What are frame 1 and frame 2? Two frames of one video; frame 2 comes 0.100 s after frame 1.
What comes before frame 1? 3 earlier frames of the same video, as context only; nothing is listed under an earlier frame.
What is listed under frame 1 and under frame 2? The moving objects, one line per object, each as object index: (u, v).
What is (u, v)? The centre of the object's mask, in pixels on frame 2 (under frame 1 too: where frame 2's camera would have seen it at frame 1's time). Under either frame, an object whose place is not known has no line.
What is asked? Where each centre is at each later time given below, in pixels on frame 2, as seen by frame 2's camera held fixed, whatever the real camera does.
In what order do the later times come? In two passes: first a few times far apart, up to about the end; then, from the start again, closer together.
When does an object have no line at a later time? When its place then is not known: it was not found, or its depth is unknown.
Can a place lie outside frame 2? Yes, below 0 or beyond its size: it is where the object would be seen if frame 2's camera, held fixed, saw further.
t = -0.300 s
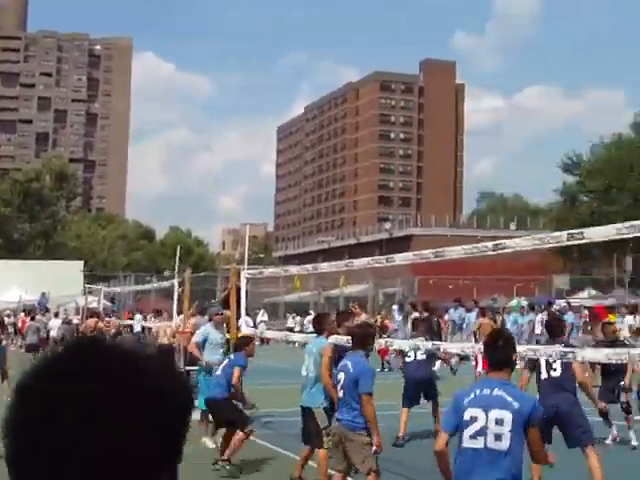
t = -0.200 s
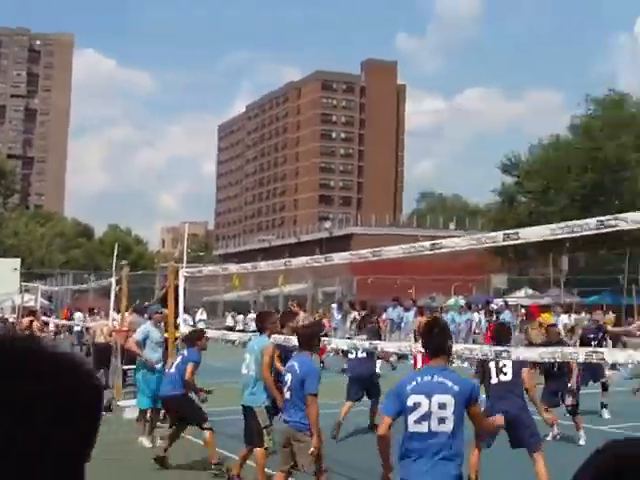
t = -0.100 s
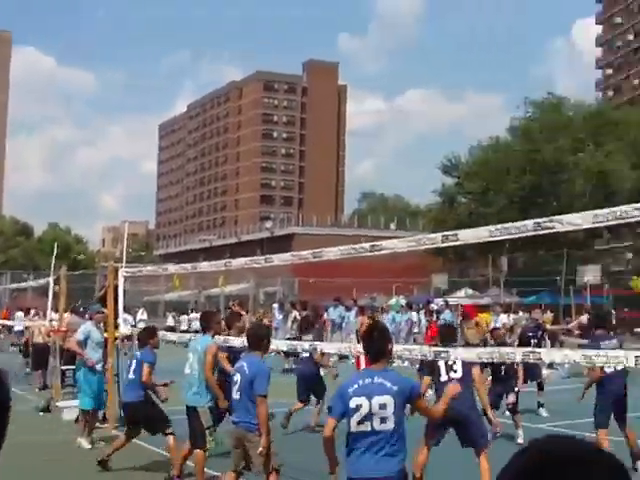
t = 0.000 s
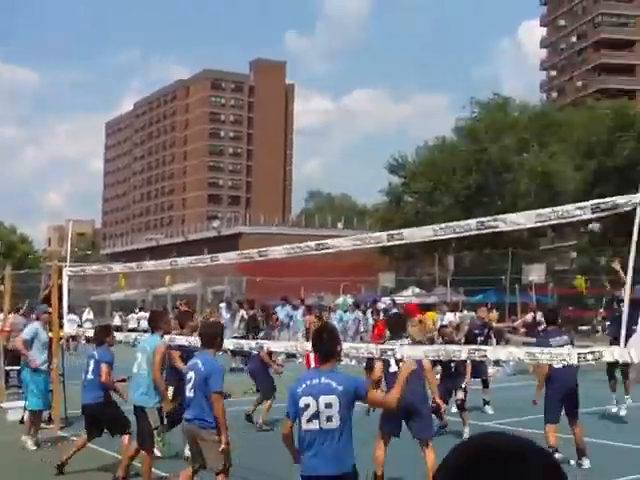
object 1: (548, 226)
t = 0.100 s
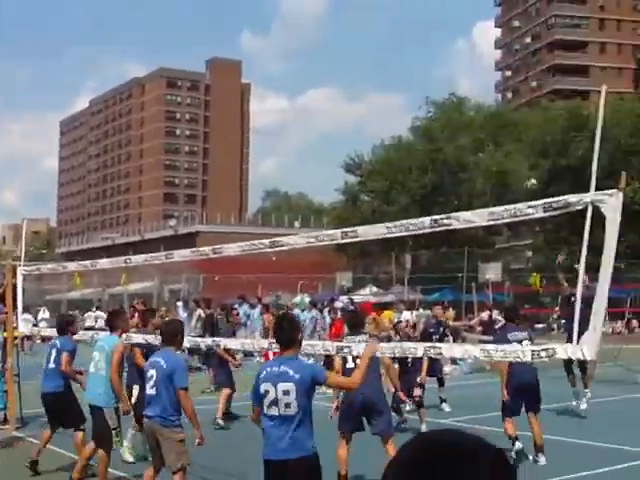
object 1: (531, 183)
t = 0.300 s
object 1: (494, 119)
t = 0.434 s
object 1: (467, 94)
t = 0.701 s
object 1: (415, 76)
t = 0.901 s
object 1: (376, 96)
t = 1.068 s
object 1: (345, 138)
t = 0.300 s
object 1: (494, 119)
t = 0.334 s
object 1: (488, 110)
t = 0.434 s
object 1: (467, 94)
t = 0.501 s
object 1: (454, 85)
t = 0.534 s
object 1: (447, 81)
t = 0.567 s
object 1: (441, 78)
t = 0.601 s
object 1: (435, 76)
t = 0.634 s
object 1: (428, 75)
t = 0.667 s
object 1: (421, 76)
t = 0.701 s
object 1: (415, 76)
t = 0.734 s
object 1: (408, 77)
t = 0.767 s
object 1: (402, 79)
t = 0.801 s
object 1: (396, 82)
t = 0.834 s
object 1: (389, 86)
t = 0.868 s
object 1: (383, 90)
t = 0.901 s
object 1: (376, 96)
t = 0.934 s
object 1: (370, 102)
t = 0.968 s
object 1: (363, 109)
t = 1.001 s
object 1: (357, 118)
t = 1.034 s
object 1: (351, 127)
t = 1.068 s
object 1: (345, 138)
